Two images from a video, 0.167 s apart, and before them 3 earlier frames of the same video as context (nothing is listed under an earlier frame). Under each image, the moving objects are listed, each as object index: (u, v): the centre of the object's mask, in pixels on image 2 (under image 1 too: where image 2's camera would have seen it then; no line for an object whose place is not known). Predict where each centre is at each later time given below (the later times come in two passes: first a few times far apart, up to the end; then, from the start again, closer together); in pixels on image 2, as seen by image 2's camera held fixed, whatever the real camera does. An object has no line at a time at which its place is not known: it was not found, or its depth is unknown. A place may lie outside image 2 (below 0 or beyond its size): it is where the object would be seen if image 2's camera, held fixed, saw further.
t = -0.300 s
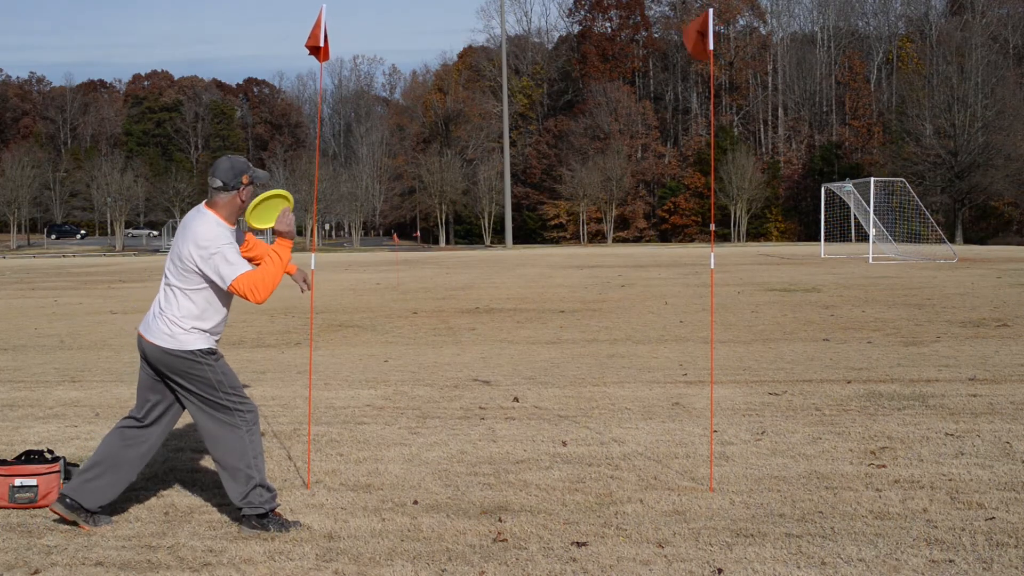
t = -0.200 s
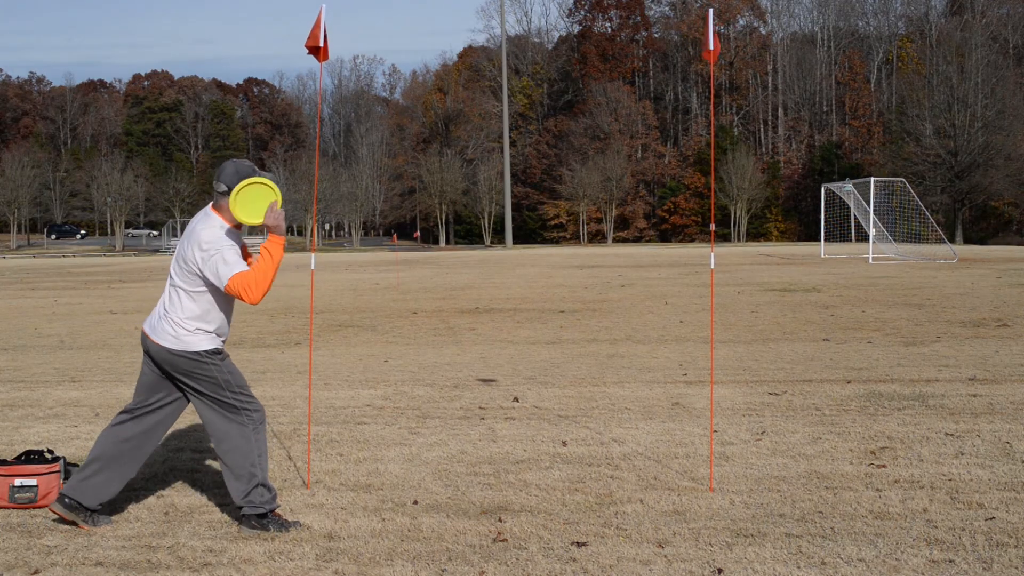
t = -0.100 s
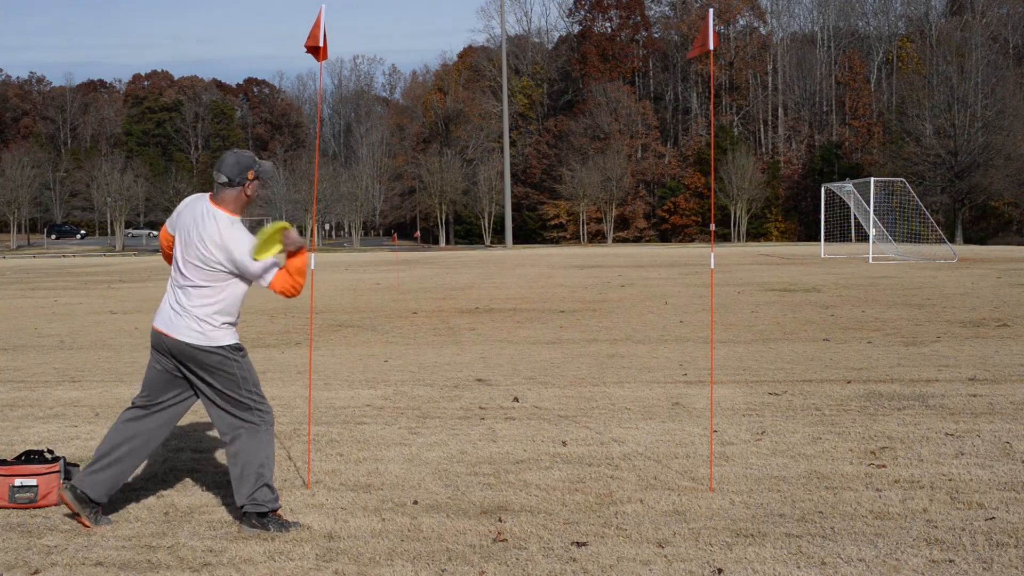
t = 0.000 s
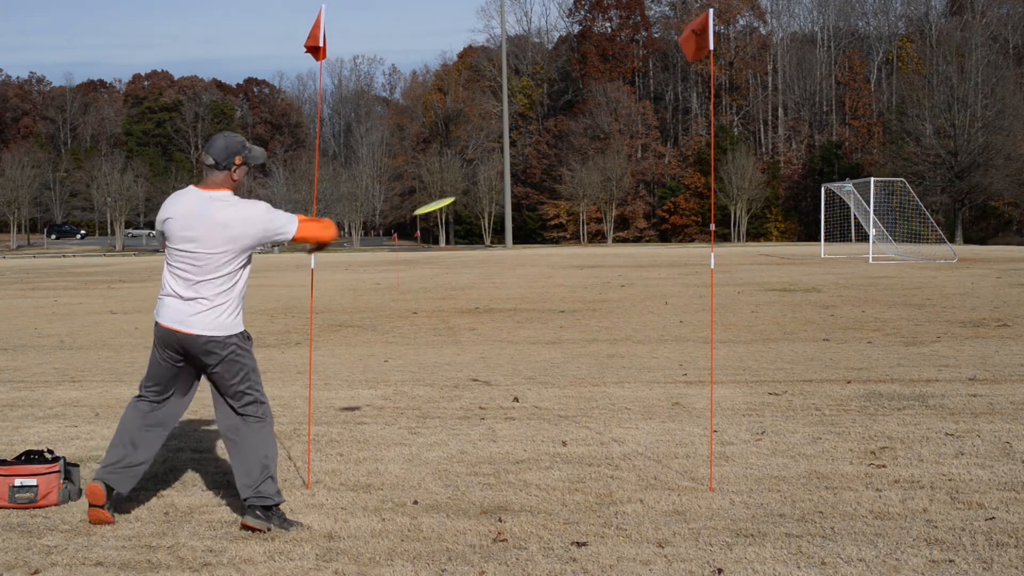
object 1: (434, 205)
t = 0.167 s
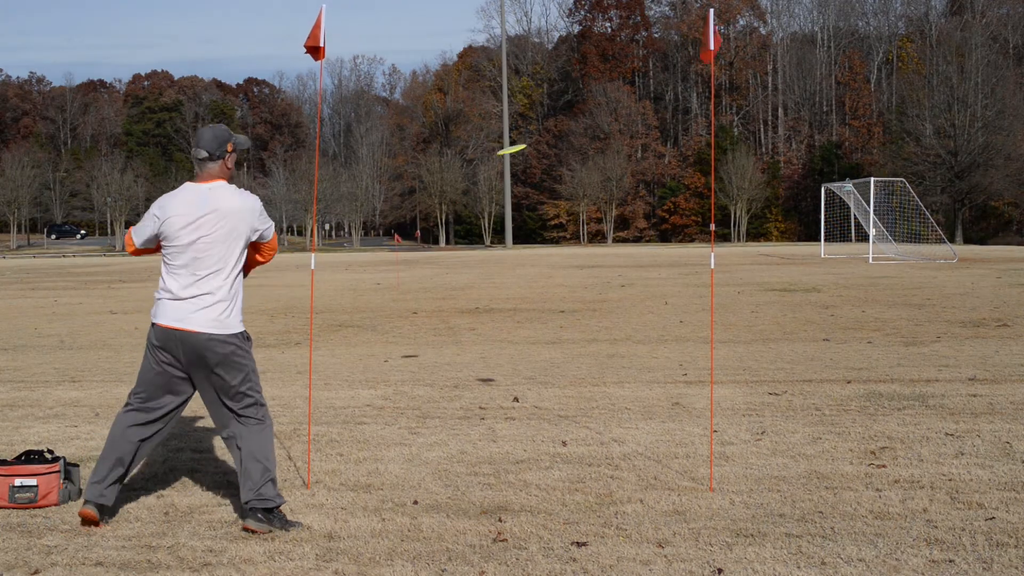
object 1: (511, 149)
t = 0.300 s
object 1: (542, 132)
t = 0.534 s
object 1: (566, 125)
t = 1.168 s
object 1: (557, 144)
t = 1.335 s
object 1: (548, 151)
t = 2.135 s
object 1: (492, 187)
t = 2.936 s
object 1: (444, 219)
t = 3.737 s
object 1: (432, 247)
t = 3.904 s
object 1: (438, 255)
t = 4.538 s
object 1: (440, 253)
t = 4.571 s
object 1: (441, 253)
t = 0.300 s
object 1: (542, 132)
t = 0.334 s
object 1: (547, 130)
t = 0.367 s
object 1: (552, 128)
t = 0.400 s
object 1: (556, 127)
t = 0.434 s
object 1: (559, 126)
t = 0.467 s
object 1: (562, 126)
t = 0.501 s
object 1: (564, 125)
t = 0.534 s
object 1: (566, 125)
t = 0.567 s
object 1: (567, 125)
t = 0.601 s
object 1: (568, 125)
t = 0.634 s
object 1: (569, 125)
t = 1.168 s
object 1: (557, 144)
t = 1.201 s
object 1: (555, 145)
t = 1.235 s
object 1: (553, 147)
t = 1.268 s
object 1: (552, 148)
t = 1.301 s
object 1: (549, 150)
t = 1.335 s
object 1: (548, 151)
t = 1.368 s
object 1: (545, 153)
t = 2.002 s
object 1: (501, 181)
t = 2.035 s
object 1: (499, 183)
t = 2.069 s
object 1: (496, 184)
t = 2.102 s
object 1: (494, 186)
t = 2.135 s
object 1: (492, 187)
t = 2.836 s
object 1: (449, 215)
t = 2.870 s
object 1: (447, 216)
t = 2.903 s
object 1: (446, 217)
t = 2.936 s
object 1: (444, 219)
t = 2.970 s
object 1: (443, 220)
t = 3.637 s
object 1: (431, 244)
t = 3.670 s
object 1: (431, 245)
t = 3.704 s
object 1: (432, 246)
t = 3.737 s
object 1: (432, 247)
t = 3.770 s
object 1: (433, 248)
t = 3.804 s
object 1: (433, 250)
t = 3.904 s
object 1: (438, 255)
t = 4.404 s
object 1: (438, 254)
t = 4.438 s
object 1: (438, 253)
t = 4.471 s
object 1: (440, 253)
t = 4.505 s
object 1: (440, 253)
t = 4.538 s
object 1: (440, 253)
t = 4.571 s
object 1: (441, 253)
